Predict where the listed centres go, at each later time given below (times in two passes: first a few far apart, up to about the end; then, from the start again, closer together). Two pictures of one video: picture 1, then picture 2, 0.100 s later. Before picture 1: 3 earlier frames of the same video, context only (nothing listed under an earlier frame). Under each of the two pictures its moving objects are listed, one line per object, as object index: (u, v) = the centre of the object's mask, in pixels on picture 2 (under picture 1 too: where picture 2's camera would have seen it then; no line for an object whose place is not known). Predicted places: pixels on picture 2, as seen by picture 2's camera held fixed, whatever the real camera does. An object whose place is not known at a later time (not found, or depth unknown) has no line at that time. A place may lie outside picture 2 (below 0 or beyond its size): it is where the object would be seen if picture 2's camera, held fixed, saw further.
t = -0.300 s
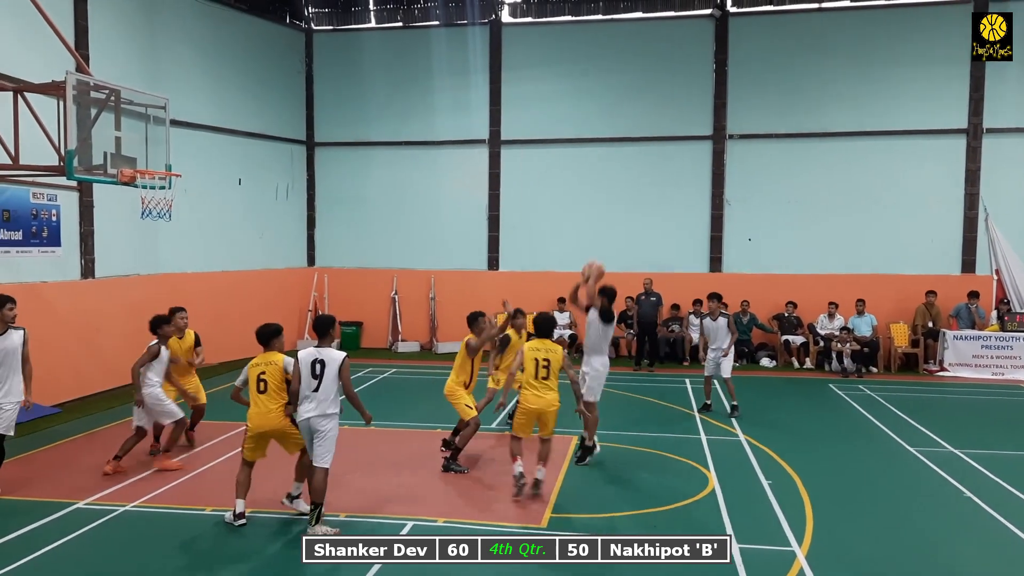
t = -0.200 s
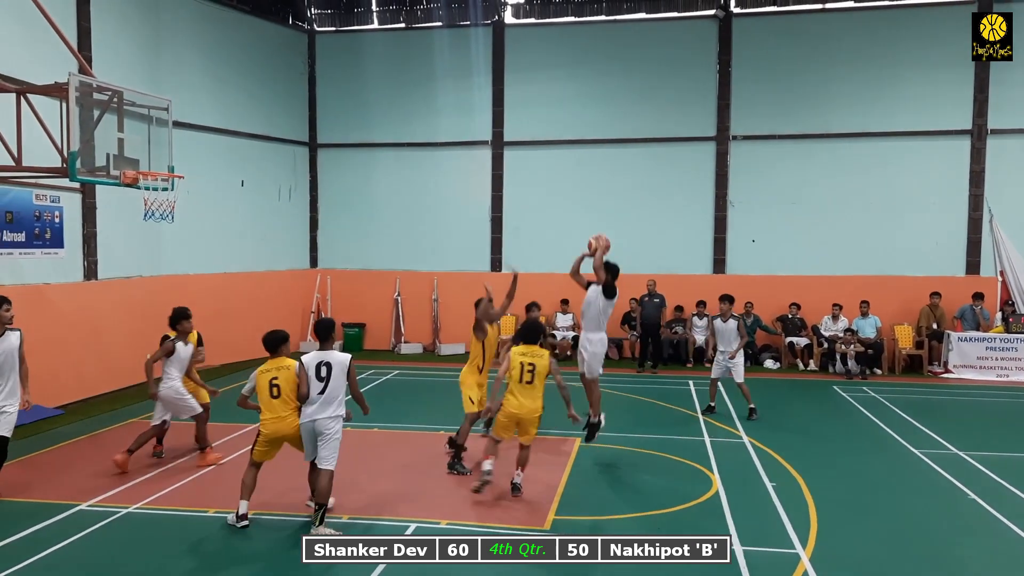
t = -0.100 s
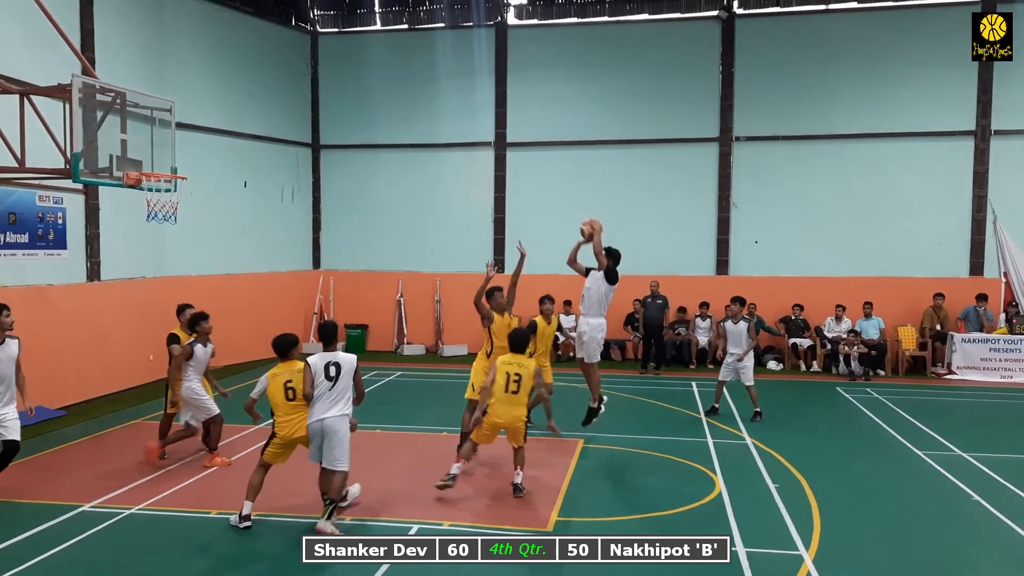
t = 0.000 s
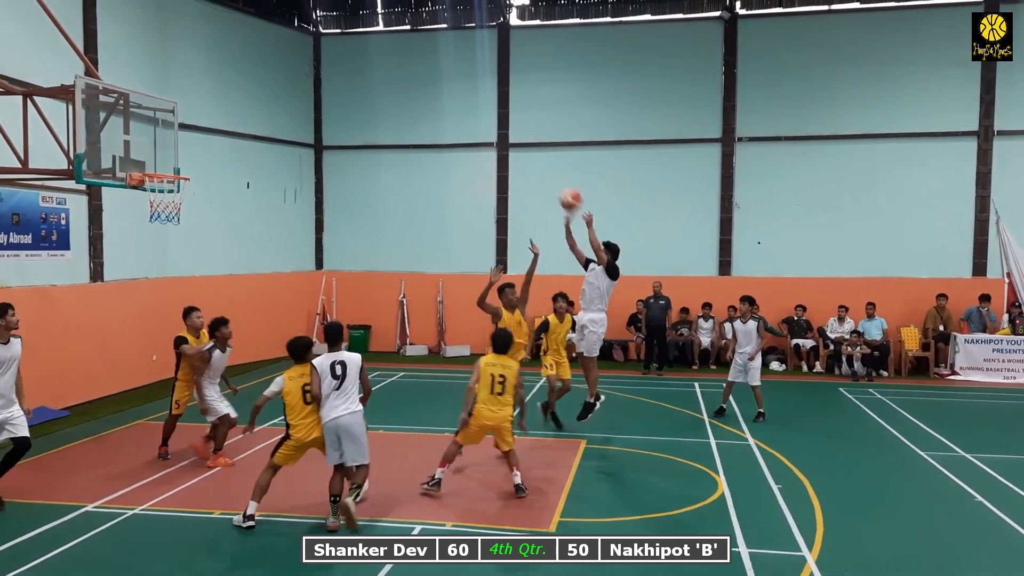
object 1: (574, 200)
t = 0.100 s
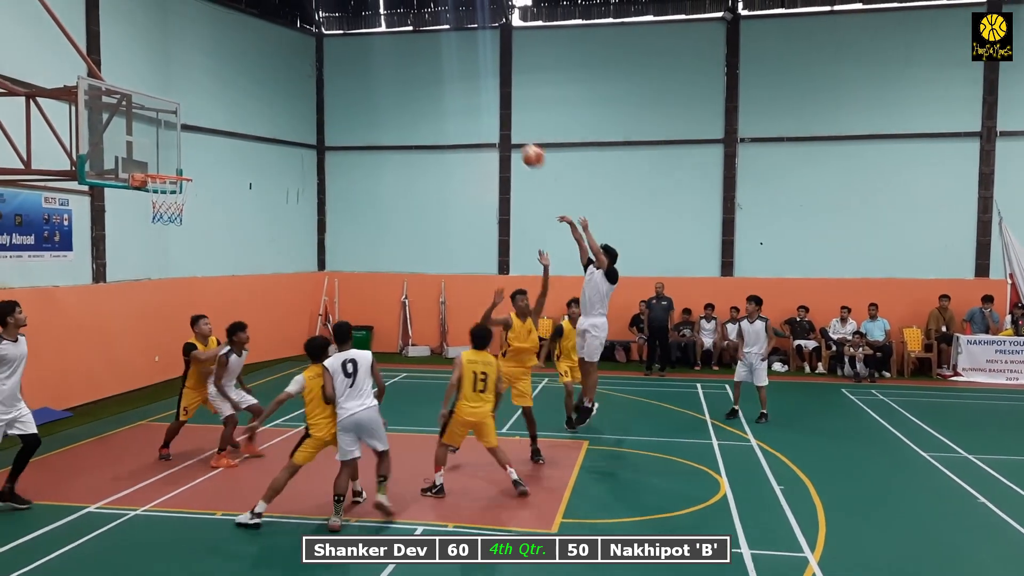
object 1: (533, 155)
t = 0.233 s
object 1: (479, 110)
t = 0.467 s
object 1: (387, 70)
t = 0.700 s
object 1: (297, 80)
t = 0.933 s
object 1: (208, 139)
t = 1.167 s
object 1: (137, 216)
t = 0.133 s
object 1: (519, 142)
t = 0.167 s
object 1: (507, 131)
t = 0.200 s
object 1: (493, 120)
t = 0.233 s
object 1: (479, 110)
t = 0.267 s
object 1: (466, 101)
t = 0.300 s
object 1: (453, 93)
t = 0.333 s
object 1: (440, 87)
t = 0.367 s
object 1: (426, 81)
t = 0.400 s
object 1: (414, 76)
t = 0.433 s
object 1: (400, 72)
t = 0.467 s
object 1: (387, 70)
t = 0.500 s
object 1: (374, 68)
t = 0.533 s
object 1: (361, 67)
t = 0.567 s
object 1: (348, 68)
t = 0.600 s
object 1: (335, 69)
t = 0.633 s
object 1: (322, 72)
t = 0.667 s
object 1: (310, 76)
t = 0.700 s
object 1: (297, 80)
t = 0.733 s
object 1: (284, 86)
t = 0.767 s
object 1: (272, 92)
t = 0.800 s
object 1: (259, 100)
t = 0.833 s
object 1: (246, 108)
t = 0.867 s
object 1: (233, 118)
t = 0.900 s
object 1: (220, 127)
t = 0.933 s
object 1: (208, 139)
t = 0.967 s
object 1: (196, 152)
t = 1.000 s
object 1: (184, 165)
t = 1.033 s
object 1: (171, 180)
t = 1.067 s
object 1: (160, 195)
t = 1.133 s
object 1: (144, 210)
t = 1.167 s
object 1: (137, 216)
